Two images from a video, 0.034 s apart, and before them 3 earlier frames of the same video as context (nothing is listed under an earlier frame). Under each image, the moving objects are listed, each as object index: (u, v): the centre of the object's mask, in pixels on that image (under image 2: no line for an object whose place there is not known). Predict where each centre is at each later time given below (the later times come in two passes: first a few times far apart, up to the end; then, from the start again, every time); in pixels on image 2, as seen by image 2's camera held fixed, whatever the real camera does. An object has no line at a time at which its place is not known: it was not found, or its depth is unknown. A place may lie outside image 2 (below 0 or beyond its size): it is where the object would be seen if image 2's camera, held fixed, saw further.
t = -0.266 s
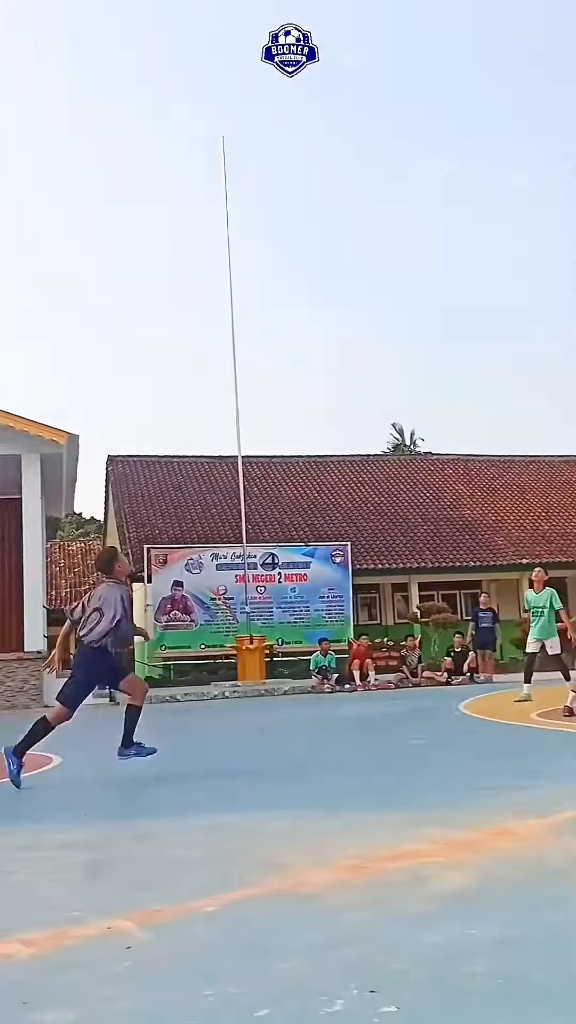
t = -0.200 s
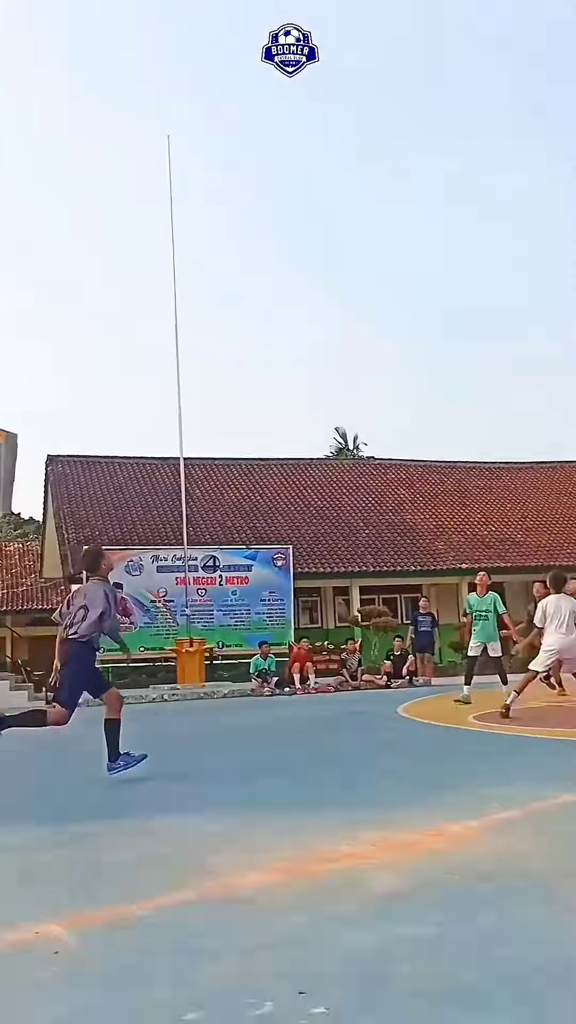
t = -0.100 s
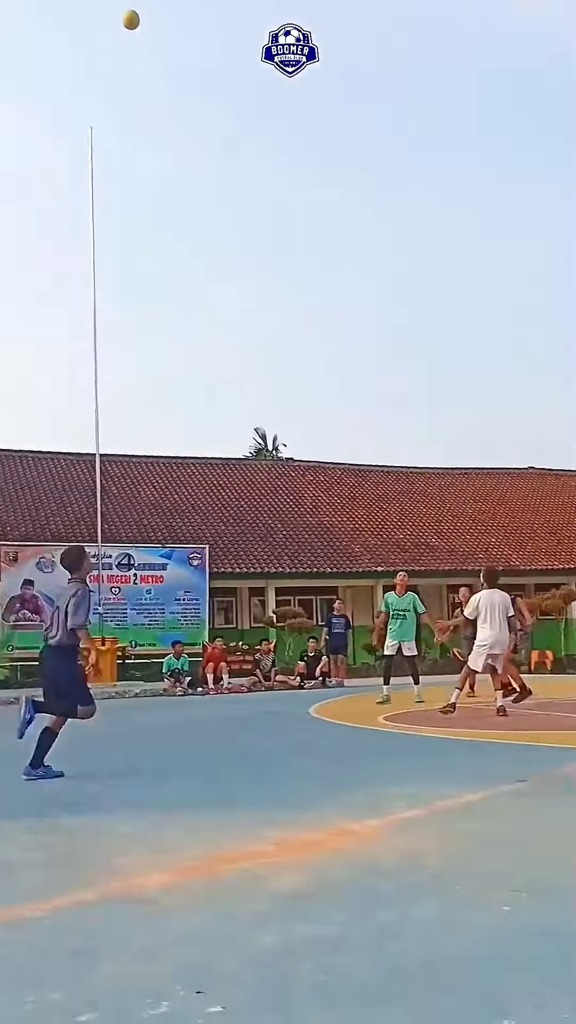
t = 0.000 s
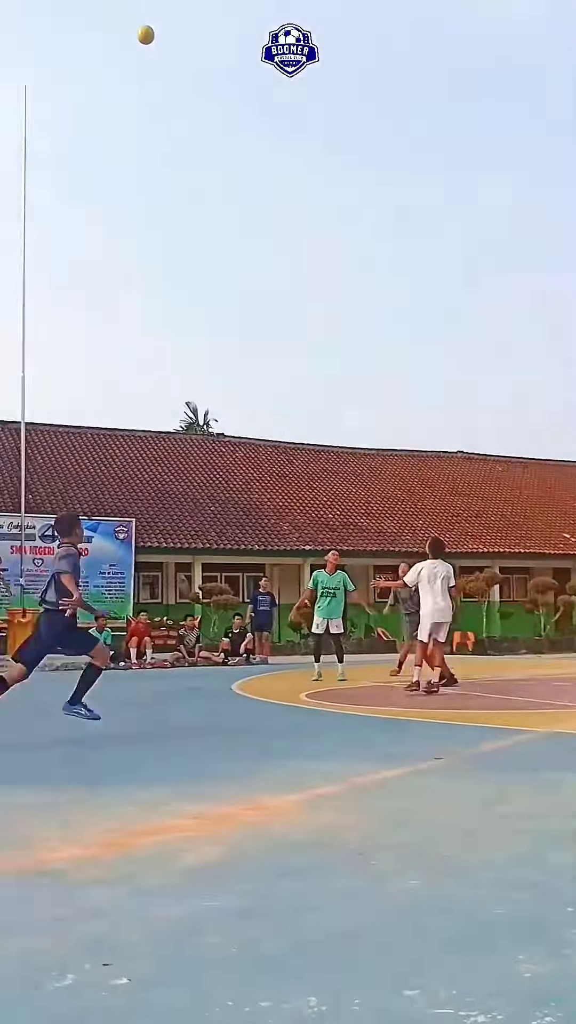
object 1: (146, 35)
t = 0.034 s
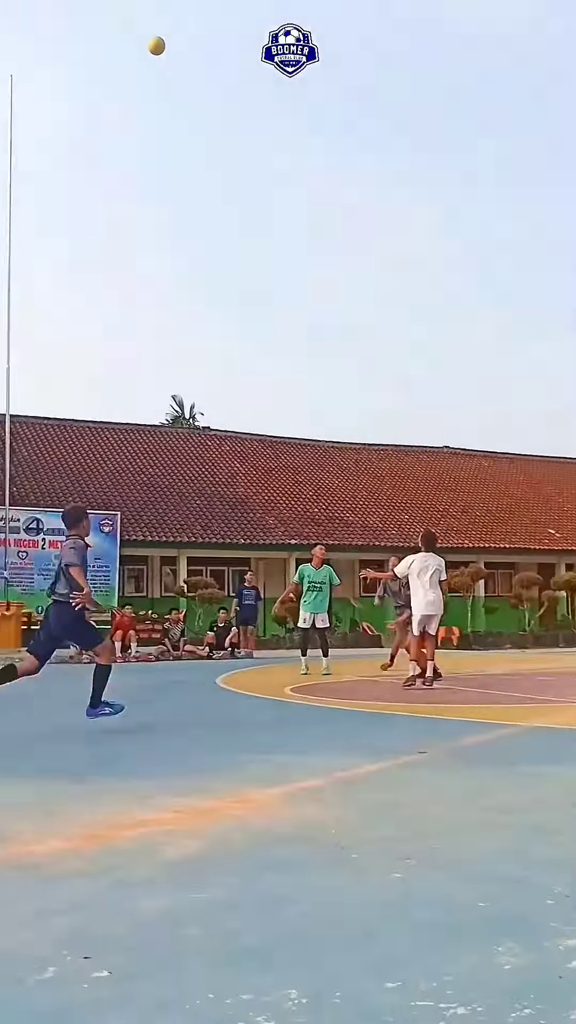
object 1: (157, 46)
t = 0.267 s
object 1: (303, 194)
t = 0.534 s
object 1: (437, 375)
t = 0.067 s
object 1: (180, 66)
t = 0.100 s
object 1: (202, 86)
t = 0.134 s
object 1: (223, 108)
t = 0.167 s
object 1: (244, 129)
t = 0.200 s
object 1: (264, 150)
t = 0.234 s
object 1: (284, 172)
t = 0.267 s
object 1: (303, 194)
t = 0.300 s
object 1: (322, 216)
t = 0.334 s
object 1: (340, 239)
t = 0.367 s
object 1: (357, 261)
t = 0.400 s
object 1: (374, 283)
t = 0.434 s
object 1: (391, 306)
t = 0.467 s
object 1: (406, 329)
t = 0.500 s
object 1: (422, 352)
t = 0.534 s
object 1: (437, 375)
